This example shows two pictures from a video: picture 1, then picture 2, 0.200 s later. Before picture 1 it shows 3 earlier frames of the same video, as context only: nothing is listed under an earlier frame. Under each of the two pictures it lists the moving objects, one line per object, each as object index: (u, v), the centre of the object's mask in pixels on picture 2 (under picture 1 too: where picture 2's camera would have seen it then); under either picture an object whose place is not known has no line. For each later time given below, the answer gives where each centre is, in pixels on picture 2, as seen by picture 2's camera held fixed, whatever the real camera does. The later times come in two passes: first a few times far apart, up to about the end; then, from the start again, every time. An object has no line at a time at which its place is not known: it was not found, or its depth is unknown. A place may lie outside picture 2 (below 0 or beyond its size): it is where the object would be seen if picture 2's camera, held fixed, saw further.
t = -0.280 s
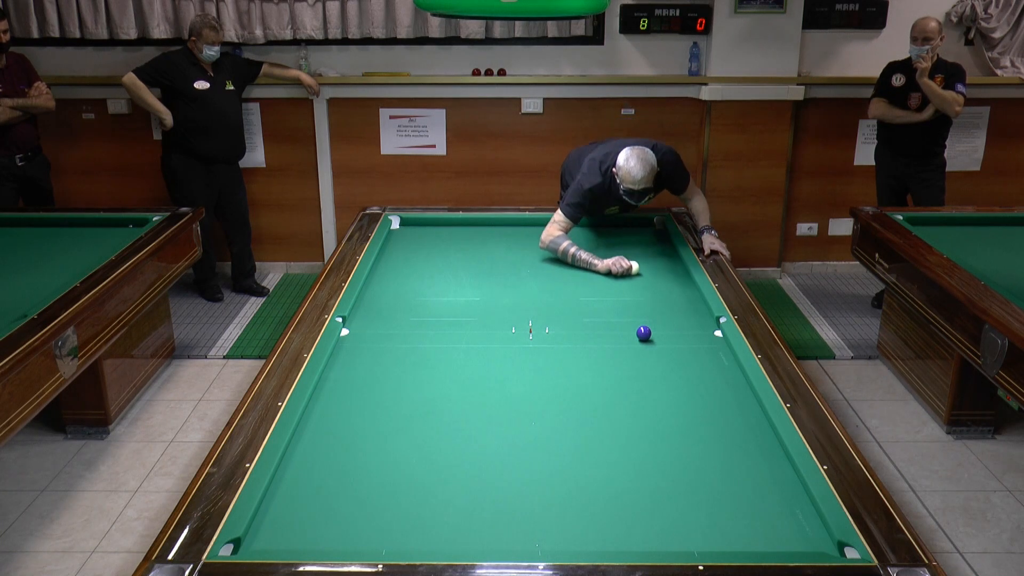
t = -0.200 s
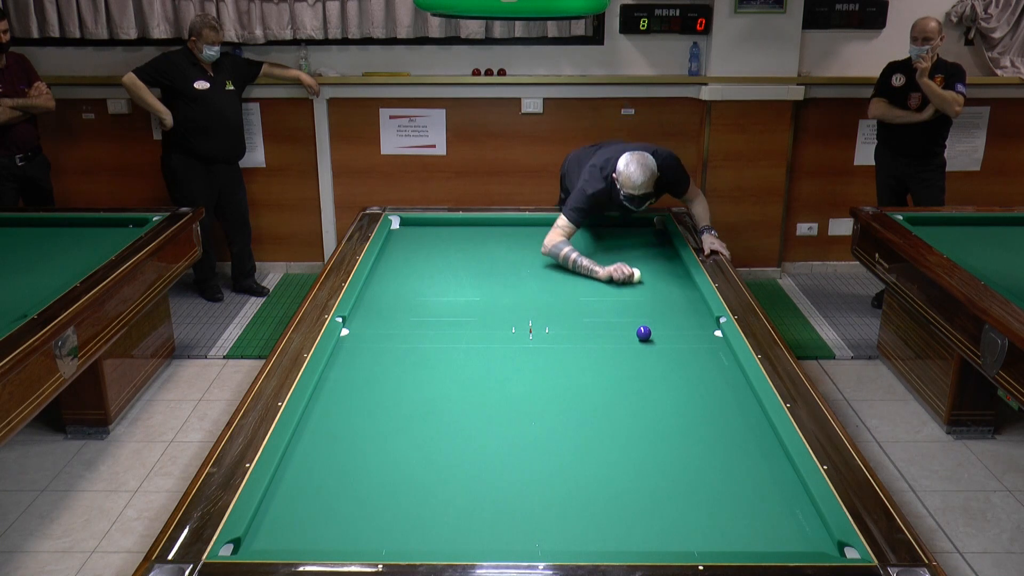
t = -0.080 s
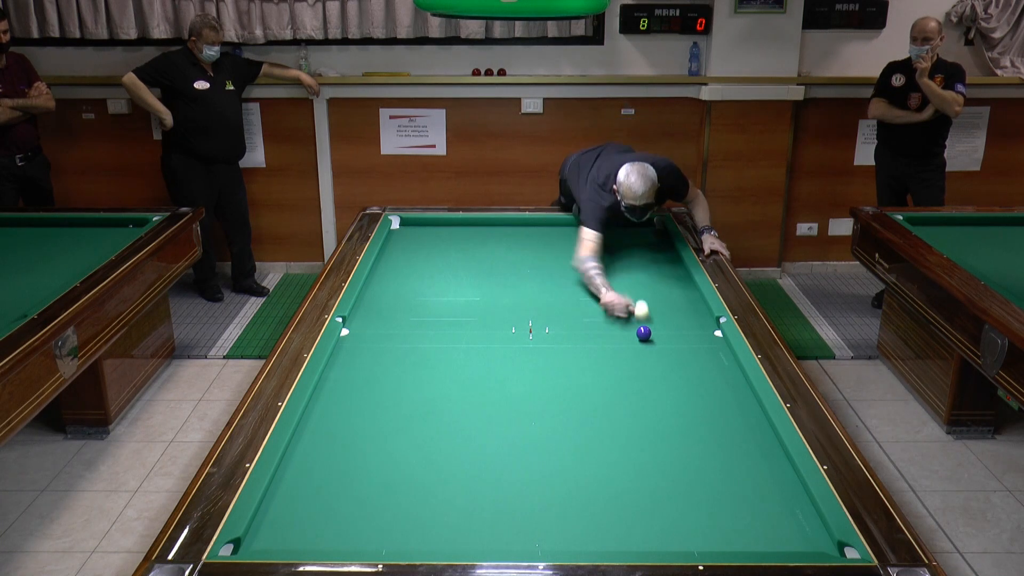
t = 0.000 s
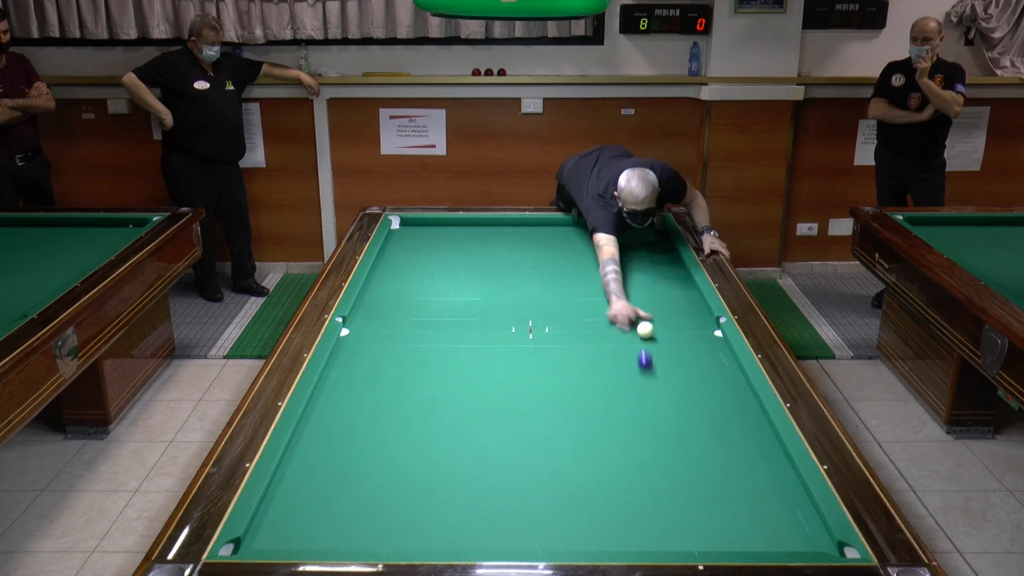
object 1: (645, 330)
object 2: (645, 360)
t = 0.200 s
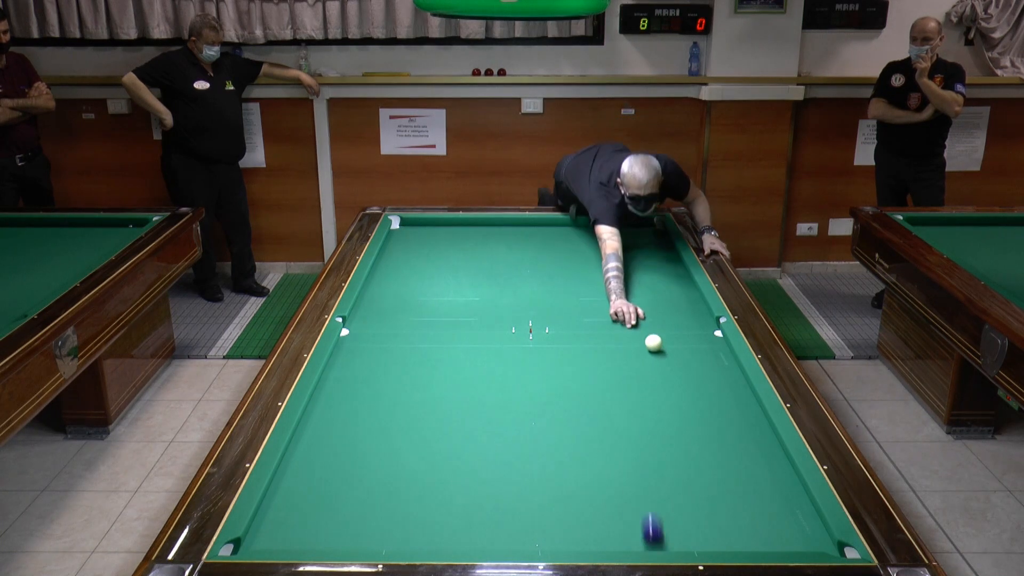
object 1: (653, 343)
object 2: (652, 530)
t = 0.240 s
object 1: (655, 345)
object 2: (647, 536)
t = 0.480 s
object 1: (665, 359)
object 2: (596, 378)
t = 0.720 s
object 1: (677, 374)
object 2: (569, 296)
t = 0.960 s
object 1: (688, 390)
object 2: (552, 244)
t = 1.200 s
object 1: (700, 406)
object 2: (546, 238)
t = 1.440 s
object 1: (713, 423)
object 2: (548, 272)
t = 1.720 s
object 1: (728, 445)
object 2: (550, 313)
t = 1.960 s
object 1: (742, 464)
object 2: (553, 356)
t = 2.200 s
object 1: (756, 484)
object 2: (555, 411)
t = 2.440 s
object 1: (771, 505)
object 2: (559, 482)
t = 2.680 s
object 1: (786, 526)
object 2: (561, 539)
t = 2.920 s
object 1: (802, 545)
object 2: (555, 478)
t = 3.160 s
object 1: (803, 539)
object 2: (550, 433)
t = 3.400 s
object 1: (800, 528)
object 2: (546, 395)
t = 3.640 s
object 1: (798, 517)
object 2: (543, 364)
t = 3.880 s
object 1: (795, 506)
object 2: (541, 337)
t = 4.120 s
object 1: (793, 497)
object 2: (538, 313)
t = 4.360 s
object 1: (790, 489)
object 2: (536, 293)
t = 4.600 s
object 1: (788, 481)
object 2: (535, 275)
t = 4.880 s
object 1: (785, 473)
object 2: (533, 256)
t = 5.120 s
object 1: (781, 467)
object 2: (532, 243)
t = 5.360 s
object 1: (776, 461)
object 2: (532, 230)
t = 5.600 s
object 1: (772, 457)
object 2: (531, 227)
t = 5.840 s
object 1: (769, 452)
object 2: (531, 234)
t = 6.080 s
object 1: (766, 448)
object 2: (532, 241)
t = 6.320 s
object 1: (763, 445)
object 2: (532, 249)
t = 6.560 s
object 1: (761, 442)
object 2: (533, 256)
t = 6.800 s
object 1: (758, 440)
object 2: (534, 264)
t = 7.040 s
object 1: (756, 438)
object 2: (535, 272)
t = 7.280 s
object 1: (755, 436)
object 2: (536, 280)
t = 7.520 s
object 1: (754, 435)
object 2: (537, 289)
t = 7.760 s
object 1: (753, 434)
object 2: (538, 297)
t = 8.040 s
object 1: (752, 434)
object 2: (539, 308)
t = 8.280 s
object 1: (752, 434)
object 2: (540, 317)
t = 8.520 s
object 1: (752, 434)
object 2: (541, 326)
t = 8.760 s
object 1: (752, 434)
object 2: (542, 335)
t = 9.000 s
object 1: (752, 434)
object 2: (543, 344)
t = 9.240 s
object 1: (752, 434)
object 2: (544, 354)
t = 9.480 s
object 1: (752, 434)
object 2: (545, 364)
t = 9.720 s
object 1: (752, 434)
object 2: (546, 374)
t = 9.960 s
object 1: (752, 434)
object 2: (548, 384)
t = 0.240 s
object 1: (655, 345)
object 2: (647, 536)
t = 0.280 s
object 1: (657, 347)
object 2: (636, 501)
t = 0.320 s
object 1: (658, 350)
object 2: (626, 471)
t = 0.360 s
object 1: (660, 352)
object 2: (617, 443)
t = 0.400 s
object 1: (662, 355)
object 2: (609, 419)
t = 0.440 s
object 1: (664, 357)
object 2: (602, 398)
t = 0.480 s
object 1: (665, 359)
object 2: (596, 378)
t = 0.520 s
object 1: (667, 362)
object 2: (590, 361)
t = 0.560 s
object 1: (669, 364)
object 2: (585, 346)
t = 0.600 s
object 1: (671, 367)
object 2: (580, 332)
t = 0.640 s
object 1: (673, 369)
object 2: (576, 318)
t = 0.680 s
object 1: (675, 372)
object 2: (572, 307)
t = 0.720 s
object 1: (677, 374)
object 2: (569, 296)
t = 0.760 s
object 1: (679, 377)
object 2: (565, 286)
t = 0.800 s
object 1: (681, 379)
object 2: (562, 276)
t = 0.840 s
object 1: (682, 382)
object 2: (560, 268)
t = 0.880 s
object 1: (684, 385)
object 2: (557, 260)
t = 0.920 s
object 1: (686, 387)
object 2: (554, 252)
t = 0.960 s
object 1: (688, 390)
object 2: (552, 244)
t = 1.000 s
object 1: (690, 393)
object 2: (550, 238)
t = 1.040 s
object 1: (692, 396)
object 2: (547, 231)
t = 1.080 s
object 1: (694, 398)
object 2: (545, 224)
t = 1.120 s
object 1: (696, 401)
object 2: (545, 227)
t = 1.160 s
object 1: (698, 404)
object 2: (545, 232)
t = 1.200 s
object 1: (700, 406)
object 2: (546, 238)
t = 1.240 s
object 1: (702, 409)
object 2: (546, 244)
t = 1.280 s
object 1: (704, 412)
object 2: (547, 249)
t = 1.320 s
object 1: (706, 415)
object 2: (547, 255)
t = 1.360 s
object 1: (708, 418)
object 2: (547, 261)
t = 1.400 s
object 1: (711, 421)
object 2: (548, 267)
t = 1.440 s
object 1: (713, 423)
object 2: (548, 272)
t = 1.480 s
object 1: (715, 426)
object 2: (548, 278)
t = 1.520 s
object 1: (717, 430)
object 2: (549, 283)
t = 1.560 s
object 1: (719, 433)
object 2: (549, 289)
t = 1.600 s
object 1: (722, 436)
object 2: (549, 295)
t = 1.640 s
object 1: (724, 439)
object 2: (550, 301)
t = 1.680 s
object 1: (726, 442)
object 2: (550, 307)
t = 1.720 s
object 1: (728, 445)
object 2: (550, 313)
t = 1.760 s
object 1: (730, 448)
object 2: (550, 320)
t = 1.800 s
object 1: (733, 451)
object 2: (551, 326)
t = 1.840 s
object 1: (735, 454)
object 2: (551, 334)
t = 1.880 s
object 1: (737, 457)
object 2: (552, 341)
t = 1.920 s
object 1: (740, 461)
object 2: (552, 349)
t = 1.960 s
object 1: (742, 464)
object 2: (553, 356)
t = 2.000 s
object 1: (744, 467)
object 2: (553, 365)
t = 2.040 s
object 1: (746, 470)
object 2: (553, 373)
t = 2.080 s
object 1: (749, 473)
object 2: (554, 382)
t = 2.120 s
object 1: (751, 477)
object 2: (554, 391)
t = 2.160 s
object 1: (754, 480)
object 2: (555, 401)
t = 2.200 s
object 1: (756, 484)
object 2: (555, 411)
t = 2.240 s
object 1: (759, 487)
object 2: (556, 421)
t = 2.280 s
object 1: (761, 490)
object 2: (557, 432)
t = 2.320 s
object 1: (763, 494)
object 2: (557, 443)
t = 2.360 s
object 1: (766, 497)
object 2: (558, 455)
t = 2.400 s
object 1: (768, 501)
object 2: (558, 468)
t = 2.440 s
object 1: (771, 505)
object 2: (559, 482)
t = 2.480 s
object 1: (774, 508)
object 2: (560, 495)
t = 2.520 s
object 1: (776, 511)
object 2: (561, 509)
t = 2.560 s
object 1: (779, 515)
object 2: (561, 525)
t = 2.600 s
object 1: (781, 519)
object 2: (562, 539)
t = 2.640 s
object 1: (784, 522)
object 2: (562, 546)
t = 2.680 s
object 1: (786, 526)
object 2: (561, 539)
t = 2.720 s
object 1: (789, 530)
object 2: (560, 527)
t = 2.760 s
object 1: (792, 533)
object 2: (559, 516)
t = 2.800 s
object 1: (795, 537)
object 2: (558, 506)
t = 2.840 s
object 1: (797, 540)
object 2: (557, 495)
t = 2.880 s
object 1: (800, 543)
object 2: (556, 486)
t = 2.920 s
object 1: (802, 545)
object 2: (555, 478)
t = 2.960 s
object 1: (804, 546)
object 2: (554, 470)
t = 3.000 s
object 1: (804, 545)
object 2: (553, 462)
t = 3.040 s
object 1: (804, 544)
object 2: (552, 454)
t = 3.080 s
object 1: (803, 542)
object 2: (552, 447)
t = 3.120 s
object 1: (803, 541)
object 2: (551, 440)
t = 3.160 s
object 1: (803, 539)
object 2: (550, 433)
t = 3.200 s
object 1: (802, 538)
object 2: (550, 426)
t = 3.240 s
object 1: (801, 536)
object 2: (549, 420)
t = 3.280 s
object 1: (801, 534)
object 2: (548, 413)
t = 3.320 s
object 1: (801, 532)
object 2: (548, 407)
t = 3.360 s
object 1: (800, 530)
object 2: (547, 401)
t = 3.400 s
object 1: (800, 528)
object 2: (546, 395)
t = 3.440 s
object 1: (799, 526)
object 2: (546, 390)
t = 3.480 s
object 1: (799, 524)
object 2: (545, 384)
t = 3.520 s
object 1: (799, 522)
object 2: (545, 379)
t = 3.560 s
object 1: (798, 521)
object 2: (544, 374)
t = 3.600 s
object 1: (798, 519)
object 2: (544, 369)
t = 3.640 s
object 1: (798, 517)
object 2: (543, 364)
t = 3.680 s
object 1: (797, 515)
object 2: (543, 359)
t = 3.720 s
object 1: (797, 513)
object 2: (542, 354)
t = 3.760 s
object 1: (796, 511)
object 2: (542, 349)
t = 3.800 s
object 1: (796, 510)
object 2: (541, 345)
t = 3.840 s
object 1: (795, 508)
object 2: (541, 341)
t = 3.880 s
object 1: (795, 506)
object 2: (541, 337)
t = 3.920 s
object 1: (794, 505)
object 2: (540, 332)
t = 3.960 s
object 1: (794, 503)
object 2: (540, 328)
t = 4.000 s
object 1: (794, 502)
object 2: (539, 324)
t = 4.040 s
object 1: (793, 500)
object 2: (539, 320)
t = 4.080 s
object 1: (793, 499)
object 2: (539, 317)
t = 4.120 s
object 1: (793, 497)
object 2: (538, 313)
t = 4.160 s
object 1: (792, 496)
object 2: (538, 310)
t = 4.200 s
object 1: (792, 494)
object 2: (538, 306)
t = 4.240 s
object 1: (791, 493)
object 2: (537, 302)
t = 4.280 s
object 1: (791, 491)
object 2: (537, 299)
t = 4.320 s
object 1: (790, 490)
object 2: (537, 296)
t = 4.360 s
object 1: (790, 489)
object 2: (536, 293)
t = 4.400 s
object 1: (790, 487)
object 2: (536, 289)
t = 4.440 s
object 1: (789, 486)
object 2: (536, 286)
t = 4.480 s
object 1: (789, 484)
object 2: (536, 283)
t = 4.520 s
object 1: (789, 483)
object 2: (535, 280)
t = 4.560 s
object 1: (788, 482)
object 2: (535, 277)
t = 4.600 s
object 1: (788, 481)
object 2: (535, 275)
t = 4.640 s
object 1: (788, 480)
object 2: (535, 272)
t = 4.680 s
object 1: (787, 478)
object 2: (534, 269)
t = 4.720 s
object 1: (787, 477)
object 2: (534, 266)
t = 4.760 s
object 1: (787, 476)
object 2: (534, 264)
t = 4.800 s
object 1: (786, 475)
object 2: (534, 261)
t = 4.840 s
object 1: (786, 474)
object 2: (534, 259)
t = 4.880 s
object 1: (785, 473)
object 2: (533, 256)
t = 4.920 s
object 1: (784, 471)
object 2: (533, 254)
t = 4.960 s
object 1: (783, 471)
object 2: (533, 252)
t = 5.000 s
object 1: (783, 469)
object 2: (533, 249)
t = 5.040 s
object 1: (782, 469)
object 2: (533, 247)
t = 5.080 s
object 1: (781, 467)
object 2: (532, 245)
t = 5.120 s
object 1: (781, 467)
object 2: (532, 243)
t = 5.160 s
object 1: (780, 466)
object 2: (532, 240)
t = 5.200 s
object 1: (779, 465)
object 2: (532, 238)
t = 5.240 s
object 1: (778, 464)
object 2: (532, 236)
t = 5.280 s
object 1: (778, 463)
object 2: (532, 234)
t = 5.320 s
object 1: (777, 462)
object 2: (532, 232)
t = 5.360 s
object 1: (776, 461)
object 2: (532, 230)
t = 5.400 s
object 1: (776, 460)
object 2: (531, 228)
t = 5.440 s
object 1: (775, 460)
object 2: (531, 226)
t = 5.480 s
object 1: (774, 459)
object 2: (532, 224)
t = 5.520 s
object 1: (773, 458)
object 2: (532, 224)
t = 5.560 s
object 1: (773, 457)
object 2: (531, 226)
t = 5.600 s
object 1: (772, 457)
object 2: (531, 227)
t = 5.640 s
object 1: (772, 456)
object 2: (531, 228)
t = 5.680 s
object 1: (771, 455)
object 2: (531, 229)
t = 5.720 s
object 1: (770, 454)
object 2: (531, 230)
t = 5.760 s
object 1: (770, 454)
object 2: (531, 231)
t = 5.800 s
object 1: (769, 453)
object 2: (531, 233)
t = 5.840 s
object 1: (769, 452)
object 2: (531, 234)
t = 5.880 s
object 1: (768, 452)
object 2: (531, 235)
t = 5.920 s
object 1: (768, 451)
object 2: (531, 236)
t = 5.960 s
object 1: (767, 450)
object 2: (531, 238)
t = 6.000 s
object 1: (767, 450)
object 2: (531, 239)
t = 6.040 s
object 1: (766, 449)
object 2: (531, 240)
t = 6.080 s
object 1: (766, 448)
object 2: (532, 241)
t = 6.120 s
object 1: (765, 448)
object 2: (532, 242)
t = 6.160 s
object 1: (765, 447)
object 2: (532, 244)
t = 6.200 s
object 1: (764, 447)
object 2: (532, 245)
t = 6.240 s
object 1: (764, 446)
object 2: (532, 246)
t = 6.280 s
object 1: (764, 446)
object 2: (532, 247)
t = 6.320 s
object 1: (763, 445)
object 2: (532, 249)
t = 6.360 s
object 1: (763, 445)
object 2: (532, 250)
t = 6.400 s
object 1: (762, 444)
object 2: (532, 251)
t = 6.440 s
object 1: (762, 444)
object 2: (532, 252)
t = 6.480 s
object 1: (762, 443)
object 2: (533, 254)
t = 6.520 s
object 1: (761, 443)
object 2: (533, 255)
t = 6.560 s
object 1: (761, 442)
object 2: (533, 256)
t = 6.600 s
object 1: (760, 442)
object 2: (533, 258)
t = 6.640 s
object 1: (760, 441)
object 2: (533, 259)
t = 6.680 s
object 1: (759, 441)
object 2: (533, 260)
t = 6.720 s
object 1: (759, 441)
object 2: (534, 262)
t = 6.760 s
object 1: (759, 440)
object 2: (534, 263)
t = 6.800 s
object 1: (758, 440)
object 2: (534, 264)
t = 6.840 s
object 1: (758, 439)
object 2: (534, 265)
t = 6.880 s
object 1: (757, 439)
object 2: (534, 267)
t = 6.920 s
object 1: (757, 439)
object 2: (534, 268)
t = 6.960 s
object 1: (757, 438)
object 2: (535, 269)
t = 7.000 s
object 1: (756, 438)
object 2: (535, 271)
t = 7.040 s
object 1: (756, 438)
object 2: (535, 272)
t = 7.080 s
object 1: (756, 437)
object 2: (535, 273)
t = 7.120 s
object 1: (756, 437)
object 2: (535, 275)
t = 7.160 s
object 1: (755, 437)
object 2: (536, 276)
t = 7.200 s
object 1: (755, 437)
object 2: (536, 278)
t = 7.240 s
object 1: (755, 436)
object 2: (536, 279)
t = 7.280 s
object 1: (755, 436)
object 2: (536, 280)
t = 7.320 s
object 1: (755, 436)
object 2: (536, 282)
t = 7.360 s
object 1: (754, 436)
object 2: (536, 283)
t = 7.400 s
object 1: (754, 436)
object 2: (537, 284)
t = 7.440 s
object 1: (754, 435)
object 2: (537, 286)
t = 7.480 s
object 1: (754, 435)
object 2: (537, 287)
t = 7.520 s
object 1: (754, 435)
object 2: (537, 289)
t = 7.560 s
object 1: (754, 435)
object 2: (537, 290)
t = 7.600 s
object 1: (753, 435)
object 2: (538, 292)
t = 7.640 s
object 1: (753, 434)
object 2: (538, 293)
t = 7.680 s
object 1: (753, 434)
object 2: (538, 294)
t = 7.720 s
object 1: (753, 434)
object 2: (538, 296)
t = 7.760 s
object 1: (753, 434)
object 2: (538, 297)
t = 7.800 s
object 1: (753, 434)
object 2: (538, 299)
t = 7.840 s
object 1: (753, 434)
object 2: (538, 300)
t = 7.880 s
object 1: (753, 434)
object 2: (538, 302)
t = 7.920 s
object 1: (753, 434)
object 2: (538, 303)
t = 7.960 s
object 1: (753, 434)
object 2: (539, 305)
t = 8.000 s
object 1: (753, 434)
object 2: (539, 306)
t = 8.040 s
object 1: (752, 434)
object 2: (539, 308)
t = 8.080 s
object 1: (752, 434)
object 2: (539, 309)
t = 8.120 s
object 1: (752, 434)
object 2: (539, 311)
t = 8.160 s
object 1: (752, 434)
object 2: (540, 312)
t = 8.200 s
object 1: (752, 434)
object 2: (540, 313)
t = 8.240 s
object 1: (752, 434)
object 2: (540, 315)
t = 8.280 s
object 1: (752, 434)
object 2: (540, 317)
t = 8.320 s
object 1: (752, 434)
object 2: (540, 318)
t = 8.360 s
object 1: (752, 434)
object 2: (540, 320)
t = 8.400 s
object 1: (752, 434)
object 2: (541, 321)
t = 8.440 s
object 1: (752, 434)
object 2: (541, 323)
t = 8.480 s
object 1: (752, 434)
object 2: (541, 324)
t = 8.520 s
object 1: (752, 434)
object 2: (541, 326)
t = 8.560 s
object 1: (752, 434)
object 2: (541, 327)
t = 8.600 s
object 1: (752, 434)
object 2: (541, 329)
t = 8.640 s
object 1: (752, 434)
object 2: (542, 330)
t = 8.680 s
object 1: (752, 434)
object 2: (541, 332)
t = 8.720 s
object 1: (752, 434)
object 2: (542, 333)
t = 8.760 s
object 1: (752, 434)
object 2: (542, 335)
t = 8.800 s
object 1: (752, 434)
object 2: (542, 337)
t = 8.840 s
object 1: (752, 434)
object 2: (542, 338)
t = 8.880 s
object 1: (752, 434)
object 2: (542, 340)
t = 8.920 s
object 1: (752, 434)
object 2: (542, 341)
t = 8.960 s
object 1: (752, 434)
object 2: (542, 343)
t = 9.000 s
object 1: (752, 434)
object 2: (543, 344)
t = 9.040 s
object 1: (752, 434)
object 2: (543, 346)
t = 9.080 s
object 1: (752, 434)
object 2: (543, 348)
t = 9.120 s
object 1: (752, 434)
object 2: (543, 349)
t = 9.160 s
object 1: (752, 434)
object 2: (543, 351)
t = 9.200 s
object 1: (752, 434)
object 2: (543, 353)
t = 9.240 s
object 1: (752, 434)
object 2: (544, 354)
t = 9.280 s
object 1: (752, 434)
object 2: (544, 356)
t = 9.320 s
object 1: (752, 434)
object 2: (544, 358)
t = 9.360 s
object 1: (752, 434)
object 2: (544, 359)
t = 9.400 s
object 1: (752, 434)
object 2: (544, 361)
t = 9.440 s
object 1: (752, 434)
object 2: (544, 362)
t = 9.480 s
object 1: (752, 434)
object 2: (545, 364)
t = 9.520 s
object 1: (752, 434)
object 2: (545, 366)
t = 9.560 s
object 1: (752, 434)
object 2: (545, 367)
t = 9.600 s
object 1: (752, 434)
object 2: (545, 369)
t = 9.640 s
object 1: (752, 434)
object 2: (545, 371)
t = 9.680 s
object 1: (752, 434)
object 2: (546, 372)
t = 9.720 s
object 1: (752, 434)
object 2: (546, 374)
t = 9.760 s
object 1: (752, 434)
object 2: (546, 376)
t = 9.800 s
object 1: (752, 434)
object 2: (546, 377)
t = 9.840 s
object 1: (752, 434)
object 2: (547, 379)
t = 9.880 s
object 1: (752, 434)
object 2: (547, 381)
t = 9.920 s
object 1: (752, 434)
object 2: (548, 382)
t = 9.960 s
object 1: (752, 434)
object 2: (548, 384)
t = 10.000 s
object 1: (752, 434)
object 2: (548, 386)
